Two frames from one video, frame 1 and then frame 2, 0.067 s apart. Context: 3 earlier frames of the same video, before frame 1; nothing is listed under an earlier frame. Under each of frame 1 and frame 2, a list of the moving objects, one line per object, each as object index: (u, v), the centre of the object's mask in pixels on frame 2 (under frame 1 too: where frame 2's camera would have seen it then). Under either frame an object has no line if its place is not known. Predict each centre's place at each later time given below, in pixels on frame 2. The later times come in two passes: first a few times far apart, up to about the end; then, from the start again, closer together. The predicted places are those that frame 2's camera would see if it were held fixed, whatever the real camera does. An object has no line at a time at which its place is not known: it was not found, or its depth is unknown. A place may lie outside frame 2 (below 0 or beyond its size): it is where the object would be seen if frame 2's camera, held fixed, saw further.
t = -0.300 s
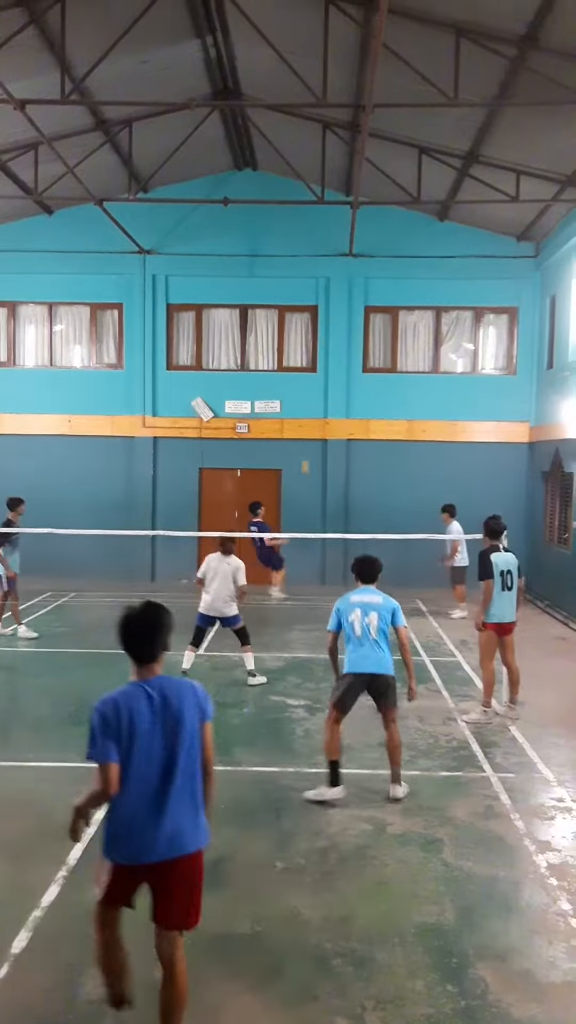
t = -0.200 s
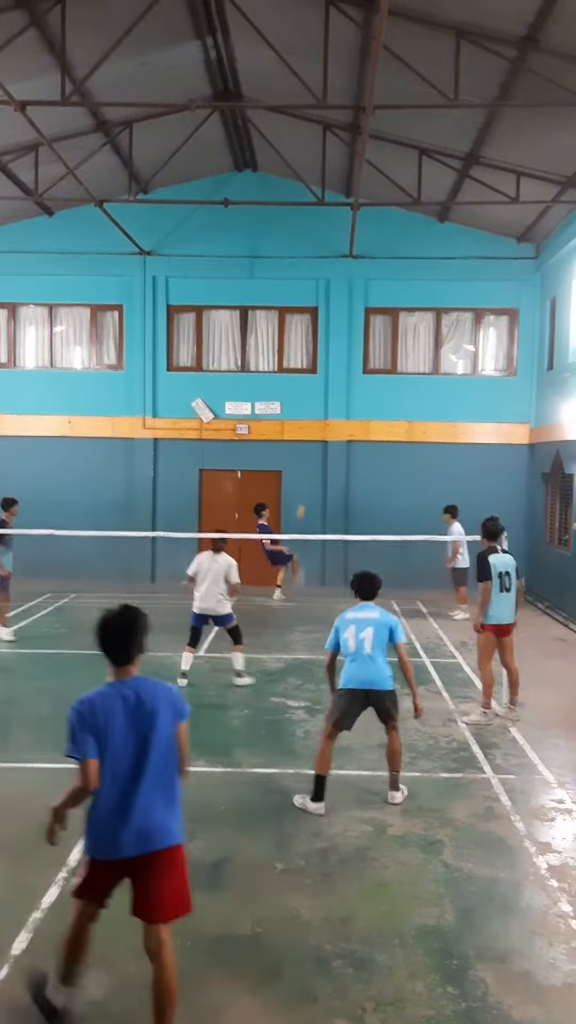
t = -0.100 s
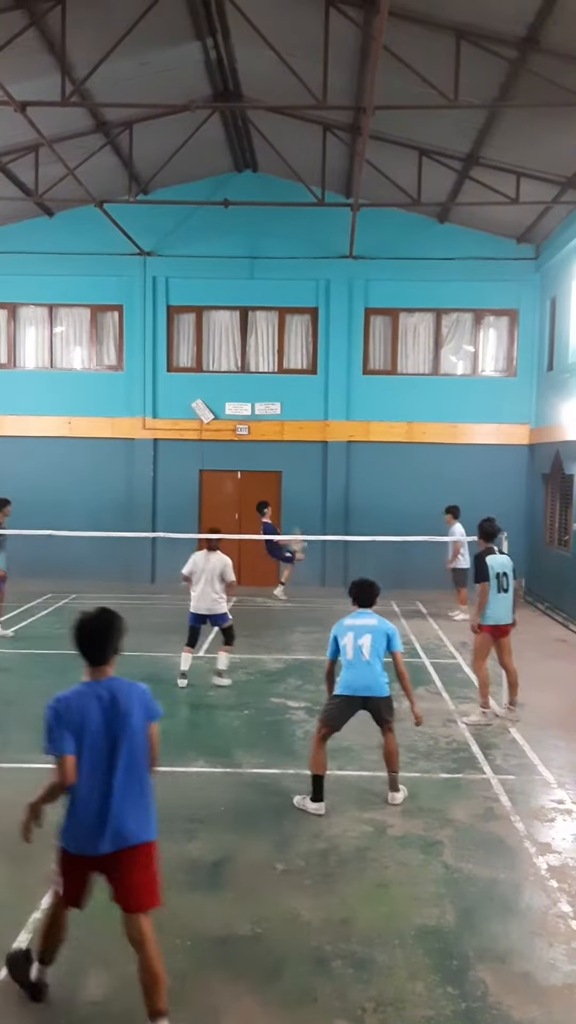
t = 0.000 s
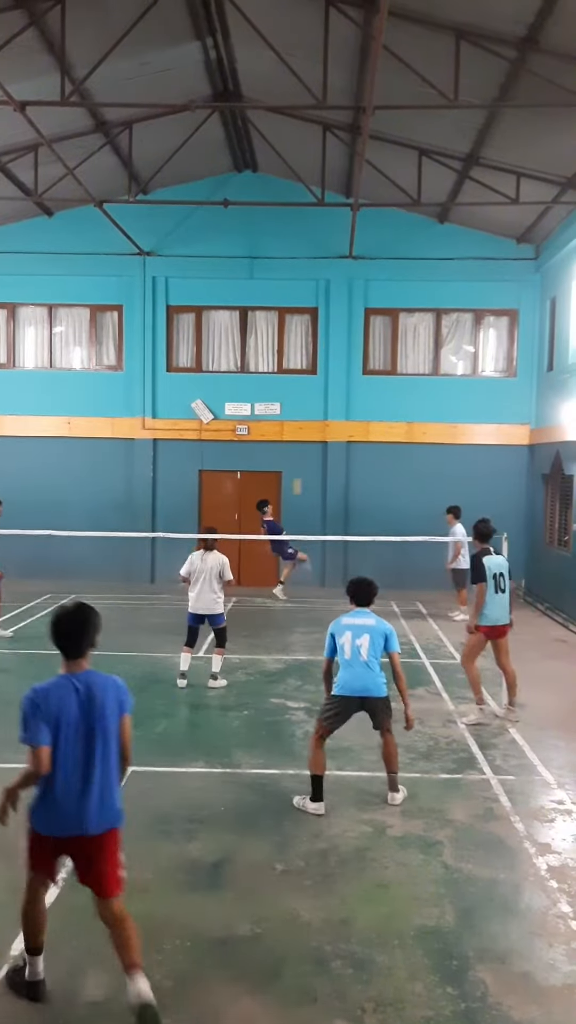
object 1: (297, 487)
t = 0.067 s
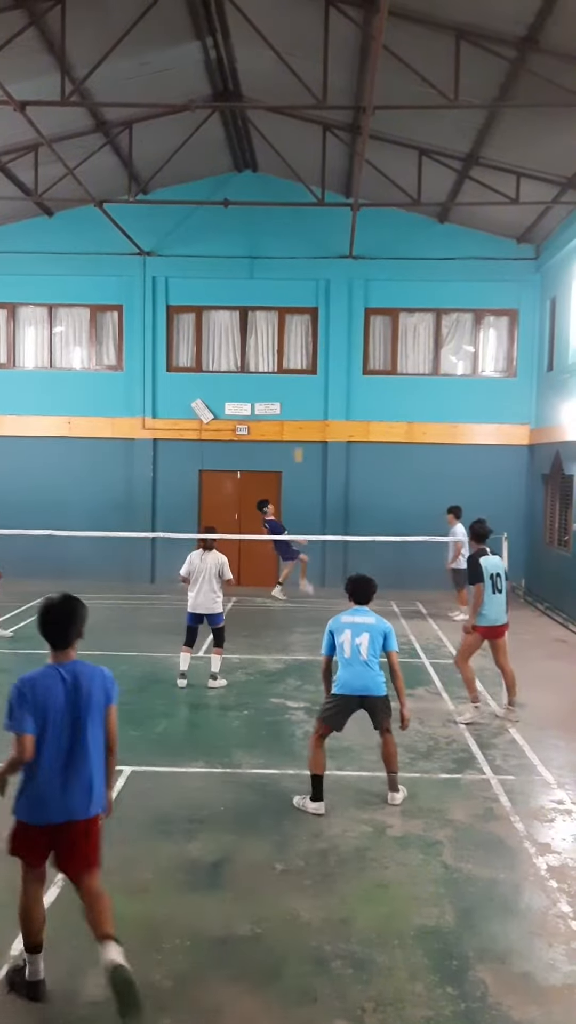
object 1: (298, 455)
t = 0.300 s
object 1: (300, 364)
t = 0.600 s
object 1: (302, 289)
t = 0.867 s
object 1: (303, 272)
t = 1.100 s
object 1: (303, 303)
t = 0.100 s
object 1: (298, 443)
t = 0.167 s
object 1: (299, 414)
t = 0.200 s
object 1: (300, 400)
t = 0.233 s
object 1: (300, 388)
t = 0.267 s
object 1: (300, 375)
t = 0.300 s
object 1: (300, 364)
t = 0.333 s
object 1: (300, 353)
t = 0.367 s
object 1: (300, 346)
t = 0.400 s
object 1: (301, 337)
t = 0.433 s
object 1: (300, 325)
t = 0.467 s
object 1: (302, 315)
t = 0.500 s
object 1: (302, 309)
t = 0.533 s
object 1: (301, 301)
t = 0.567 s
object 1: (302, 294)
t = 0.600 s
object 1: (302, 289)
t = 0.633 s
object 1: (303, 284)
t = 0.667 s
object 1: (302, 280)
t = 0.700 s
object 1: (303, 276)
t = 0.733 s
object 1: (303, 274)
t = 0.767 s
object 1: (303, 272)
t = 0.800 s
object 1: (303, 272)
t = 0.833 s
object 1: (303, 272)
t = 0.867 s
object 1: (303, 272)
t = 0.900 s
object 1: (303, 273)
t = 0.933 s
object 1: (303, 276)
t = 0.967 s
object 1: (303, 279)
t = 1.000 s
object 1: (303, 284)
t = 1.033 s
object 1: (303, 289)
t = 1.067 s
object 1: (303, 295)
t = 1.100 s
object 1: (303, 303)
